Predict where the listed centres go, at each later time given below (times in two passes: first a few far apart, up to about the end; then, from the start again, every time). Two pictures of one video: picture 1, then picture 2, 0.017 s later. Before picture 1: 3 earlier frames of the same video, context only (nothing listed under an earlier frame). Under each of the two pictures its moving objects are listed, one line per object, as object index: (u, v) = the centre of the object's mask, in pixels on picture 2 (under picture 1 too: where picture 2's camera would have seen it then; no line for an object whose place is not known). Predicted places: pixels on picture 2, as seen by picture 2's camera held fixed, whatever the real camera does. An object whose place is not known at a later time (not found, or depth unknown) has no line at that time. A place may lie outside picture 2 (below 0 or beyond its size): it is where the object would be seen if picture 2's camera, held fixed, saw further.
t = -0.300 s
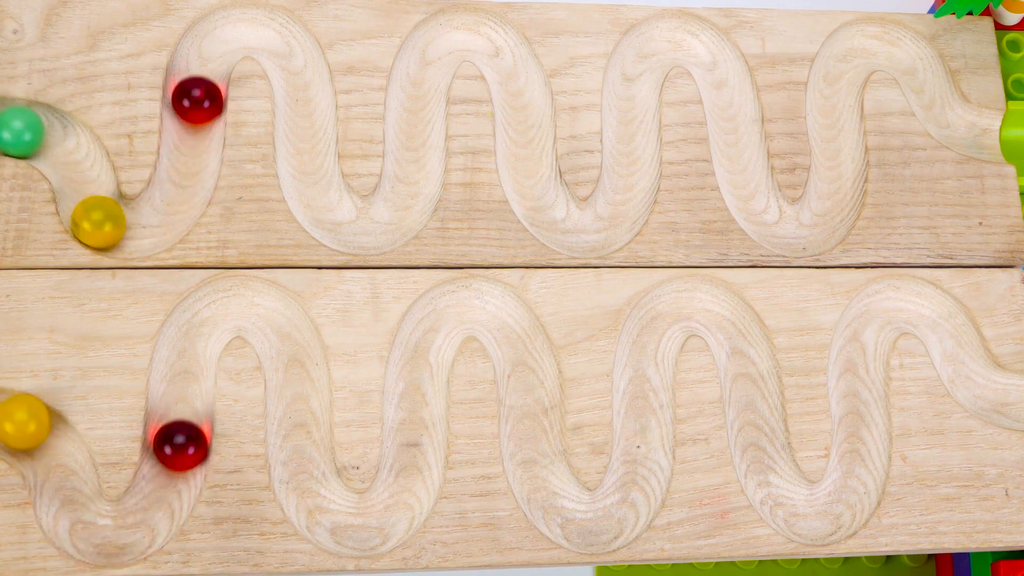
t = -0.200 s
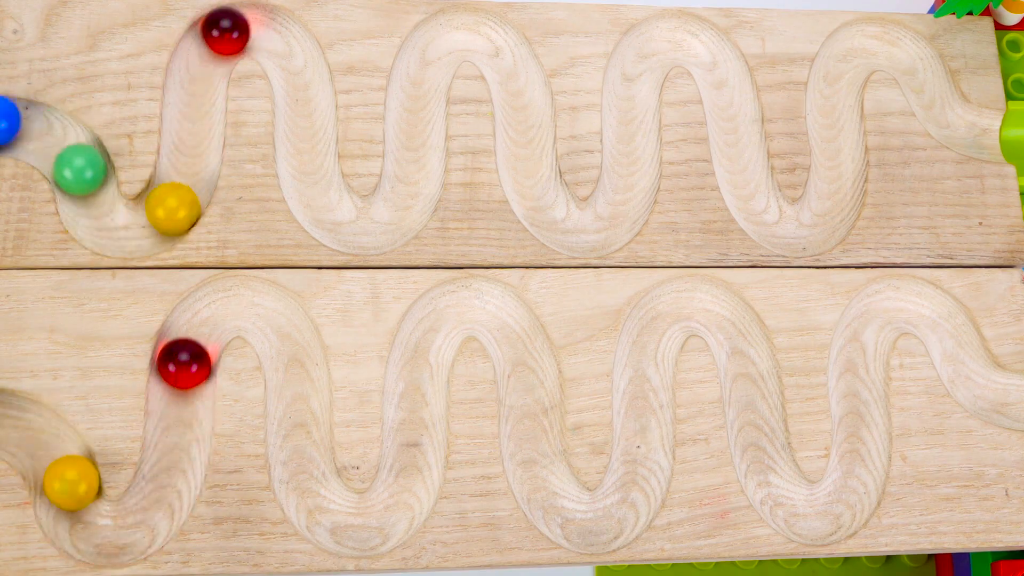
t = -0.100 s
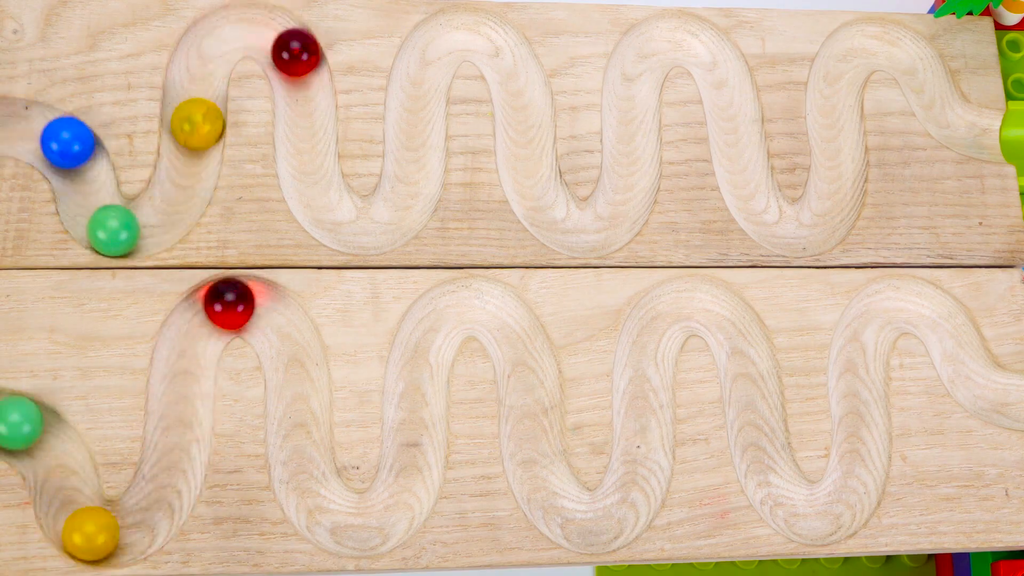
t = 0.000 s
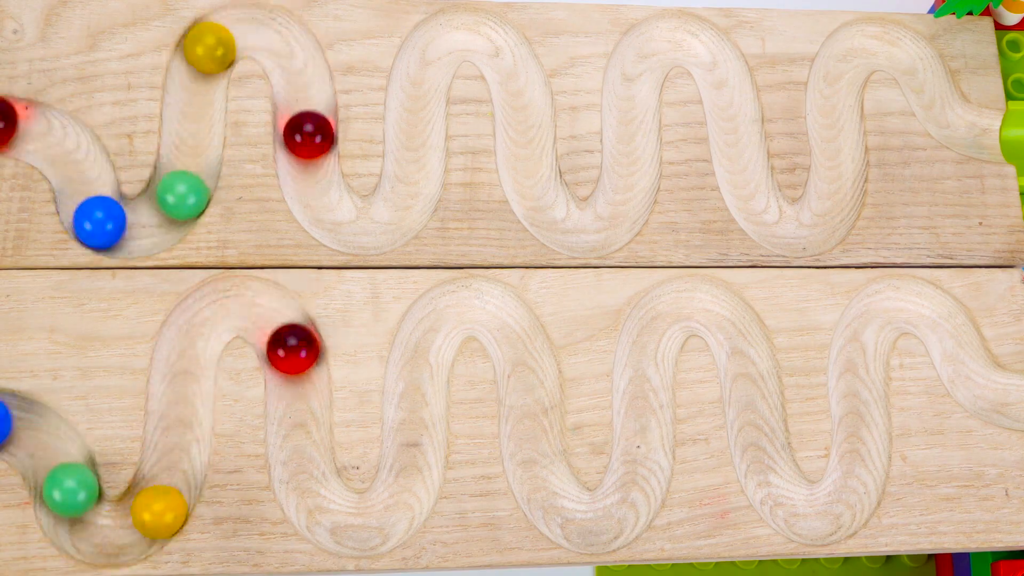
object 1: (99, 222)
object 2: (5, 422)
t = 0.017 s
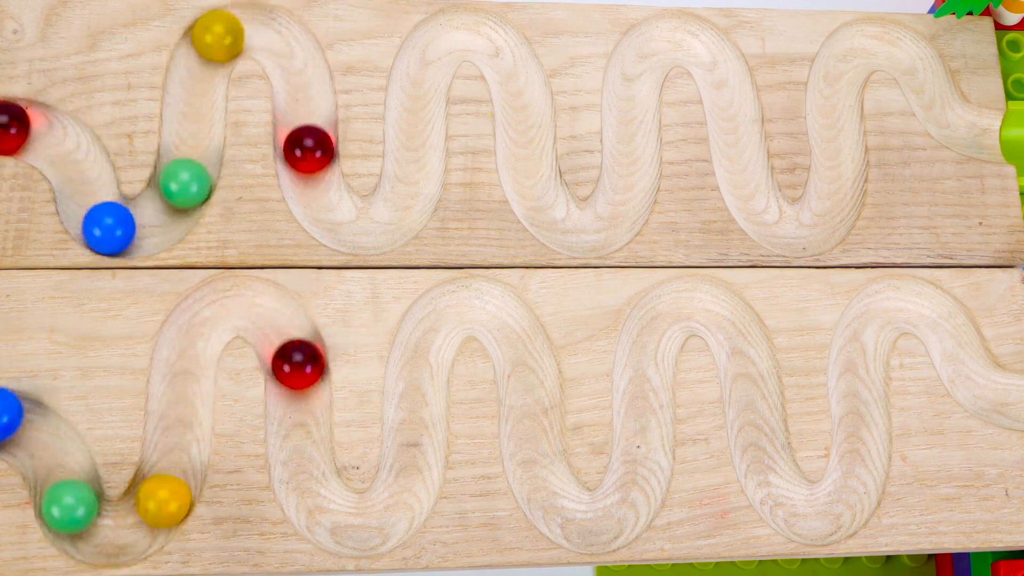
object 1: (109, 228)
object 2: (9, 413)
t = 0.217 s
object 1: (196, 106)
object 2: (81, 530)
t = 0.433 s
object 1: (298, 68)
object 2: (180, 424)
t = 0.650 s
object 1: (365, 228)
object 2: (263, 307)
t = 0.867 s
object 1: (425, 63)
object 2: (316, 503)
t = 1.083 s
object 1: (532, 121)
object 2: (416, 391)
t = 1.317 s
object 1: (622, 209)
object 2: (527, 372)
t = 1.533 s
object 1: (660, 37)
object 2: (597, 525)
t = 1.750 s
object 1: (746, 179)
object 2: (648, 341)
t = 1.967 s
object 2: (758, 412)
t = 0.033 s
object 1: (120, 230)
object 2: (14, 411)
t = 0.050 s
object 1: (134, 229)
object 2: (19, 413)
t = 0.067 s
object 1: (149, 224)
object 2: (26, 420)
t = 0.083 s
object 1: (163, 217)
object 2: (36, 430)
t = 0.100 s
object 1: (174, 208)
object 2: (43, 446)
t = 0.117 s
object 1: (180, 196)
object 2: (49, 458)
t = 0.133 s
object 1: (184, 182)
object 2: (59, 469)
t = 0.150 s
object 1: (187, 167)
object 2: (68, 481)
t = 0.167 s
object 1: (190, 152)
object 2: (72, 494)
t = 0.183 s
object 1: (193, 137)
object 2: (75, 508)
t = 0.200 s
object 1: (196, 122)
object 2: (76, 524)
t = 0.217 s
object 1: (196, 106)
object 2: (81, 530)
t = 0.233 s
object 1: (195, 92)
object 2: (90, 534)
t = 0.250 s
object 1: (194, 77)
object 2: (102, 534)
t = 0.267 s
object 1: (197, 64)
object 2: (116, 532)
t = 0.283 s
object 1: (203, 52)
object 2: (130, 531)
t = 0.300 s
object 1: (212, 41)
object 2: (142, 526)
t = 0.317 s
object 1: (223, 31)
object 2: (152, 518)
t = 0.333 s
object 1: (236, 23)
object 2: (159, 507)
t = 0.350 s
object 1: (250, 22)
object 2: (163, 494)
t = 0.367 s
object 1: (264, 26)
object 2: (166, 480)
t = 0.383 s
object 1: (278, 32)
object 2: (172, 466)
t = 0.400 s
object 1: (289, 41)
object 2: (178, 452)
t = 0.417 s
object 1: (296, 53)
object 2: (181, 438)
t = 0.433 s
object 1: (298, 68)
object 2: (180, 424)
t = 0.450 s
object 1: (300, 83)
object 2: (178, 409)
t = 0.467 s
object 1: (305, 97)
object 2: (178, 396)
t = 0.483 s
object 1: (309, 112)
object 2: (180, 382)
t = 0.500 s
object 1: (310, 127)
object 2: (184, 368)
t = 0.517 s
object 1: (309, 142)
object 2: (187, 354)
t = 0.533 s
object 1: (306, 158)
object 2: (190, 340)
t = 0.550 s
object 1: (306, 172)
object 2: (193, 327)
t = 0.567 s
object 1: (309, 185)
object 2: (201, 318)
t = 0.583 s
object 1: (317, 196)
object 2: (213, 310)
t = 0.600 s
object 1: (328, 208)
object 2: (226, 303)
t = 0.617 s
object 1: (339, 220)
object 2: (240, 298)
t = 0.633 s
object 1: (352, 227)
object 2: (252, 300)
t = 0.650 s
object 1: (365, 228)
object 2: (263, 307)
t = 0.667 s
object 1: (379, 225)
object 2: (275, 318)
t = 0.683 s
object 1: (393, 218)
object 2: (285, 331)
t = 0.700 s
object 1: (404, 208)
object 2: (293, 344)
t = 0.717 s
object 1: (412, 195)
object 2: (296, 358)
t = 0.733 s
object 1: (416, 180)
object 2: (298, 375)
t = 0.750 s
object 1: (418, 166)
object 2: (298, 392)
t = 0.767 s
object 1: (416, 151)
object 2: (300, 408)
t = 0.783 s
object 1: (414, 136)
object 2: (300, 425)
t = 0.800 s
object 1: (413, 121)
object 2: (298, 442)
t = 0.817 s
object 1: (414, 106)
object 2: (298, 458)
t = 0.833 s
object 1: (416, 92)
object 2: (301, 473)
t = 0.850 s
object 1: (420, 77)
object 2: (308, 487)
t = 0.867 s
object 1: (425, 63)
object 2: (316, 503)
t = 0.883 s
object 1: (431, 49)
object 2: (326, 515)
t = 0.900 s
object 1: (439, 37)
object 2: (339, 524)
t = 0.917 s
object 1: (450, 30)
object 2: (353, 528)
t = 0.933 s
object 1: (463, 29)
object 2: (369, 527)
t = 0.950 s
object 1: (478, 30)
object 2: (385, 520)
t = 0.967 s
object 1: (492, 33)
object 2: (399, 510)
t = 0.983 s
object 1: (503, 41)
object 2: (407, 496)
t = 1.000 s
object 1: (509, 53)
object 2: (413, 480)
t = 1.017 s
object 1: (512, 68)
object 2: (414, 462)
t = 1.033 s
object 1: (516, 82)
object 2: (414, 444)
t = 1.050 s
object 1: (524, 96)
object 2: (415, 427)
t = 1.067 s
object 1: (530, 109)
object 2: (417, 409)
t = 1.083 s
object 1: (532, 121)
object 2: (416, 391)
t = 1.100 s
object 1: (530, 135)
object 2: (415, 374)
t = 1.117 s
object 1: (525, 149)
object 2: (418, 358)
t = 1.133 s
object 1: (523, 161)
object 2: (424, 344)
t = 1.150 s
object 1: (525, 171)
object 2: (432, 330)
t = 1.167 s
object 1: (532, 182)
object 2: (441, 315)
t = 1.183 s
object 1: (541, 194)
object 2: (453, 304)
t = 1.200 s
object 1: (549, 206)
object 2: (467, 301)
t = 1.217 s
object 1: (557, 218)
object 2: (483, 303)
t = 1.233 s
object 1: (567, 226)
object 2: (498, 306)
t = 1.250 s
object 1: (578, 231)
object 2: (509, 315)
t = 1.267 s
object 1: (591, 231)
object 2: (516, 327)
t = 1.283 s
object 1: (604, 227)
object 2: (519, 342)
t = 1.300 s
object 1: (615, 220)
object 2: (522, 358)
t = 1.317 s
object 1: (622, 209)
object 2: (527, 372)
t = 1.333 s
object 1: (627, 197)
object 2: (534, 387)
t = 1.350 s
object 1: (630, 183)
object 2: (537, 401)
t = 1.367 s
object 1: (633, 168)
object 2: (536, 416)
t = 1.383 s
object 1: (635, 153)
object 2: (531, 431)
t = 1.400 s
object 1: (635, 138)
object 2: (528, 444)
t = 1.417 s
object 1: (634, 123)
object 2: (531, 456)
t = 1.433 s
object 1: (631, 109)
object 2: (536, 468)
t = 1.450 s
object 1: (630, 94)
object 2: (544, 481)
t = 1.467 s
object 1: (631, 80)
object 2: (552, 495)
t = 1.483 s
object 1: (634, 68)
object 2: (559, 508)
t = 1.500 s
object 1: (640, 56)
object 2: (570, 518)
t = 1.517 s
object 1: (649, 46)
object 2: (583, 524)
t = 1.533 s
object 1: (660, 37)
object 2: (597, 525)
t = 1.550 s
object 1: (672, 33)
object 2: (611, 521)
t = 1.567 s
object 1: (686, 34)
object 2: (622, 513)
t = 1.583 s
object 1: (699, 38)
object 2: (631, 501)
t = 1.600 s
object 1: (710, 47)
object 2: (637, 486)
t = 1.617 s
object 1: (718, 60)
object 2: (641, 471)
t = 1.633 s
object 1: (725, 74)
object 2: (645, 454)
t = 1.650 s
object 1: (731, 88)
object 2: (646, 438)
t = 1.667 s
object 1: (735, 103)
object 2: (646, 421)
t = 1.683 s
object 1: (738, 119)
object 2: (644, 404)
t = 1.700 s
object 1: (738, 134)
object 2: (642, 388)
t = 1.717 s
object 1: (739, 150)
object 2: (642, 371)
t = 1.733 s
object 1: (741, 164)
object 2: (644, 356)
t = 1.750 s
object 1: (746, 179)
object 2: (648, 341)
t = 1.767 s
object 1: (752, 194)
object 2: (654, 327)
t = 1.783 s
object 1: (760, 207)
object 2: (662, 314)
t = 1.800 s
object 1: (771, 219)
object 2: (675, 306)
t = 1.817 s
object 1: (783, 228)
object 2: (689, 300)
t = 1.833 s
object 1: (796, 231)
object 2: (704, 299)
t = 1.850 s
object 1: (809, 230)
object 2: (718, 304)
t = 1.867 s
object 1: (821, 223)
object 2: (729, 313)
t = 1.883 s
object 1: (830, 214)
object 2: (737, 327)
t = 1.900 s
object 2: (741, 343)
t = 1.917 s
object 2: (746, 360)
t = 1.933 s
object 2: (752, 377)
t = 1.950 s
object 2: (756, 395)
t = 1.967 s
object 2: (758, 412)
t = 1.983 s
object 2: (757, 430)
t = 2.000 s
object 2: (758, 447)
